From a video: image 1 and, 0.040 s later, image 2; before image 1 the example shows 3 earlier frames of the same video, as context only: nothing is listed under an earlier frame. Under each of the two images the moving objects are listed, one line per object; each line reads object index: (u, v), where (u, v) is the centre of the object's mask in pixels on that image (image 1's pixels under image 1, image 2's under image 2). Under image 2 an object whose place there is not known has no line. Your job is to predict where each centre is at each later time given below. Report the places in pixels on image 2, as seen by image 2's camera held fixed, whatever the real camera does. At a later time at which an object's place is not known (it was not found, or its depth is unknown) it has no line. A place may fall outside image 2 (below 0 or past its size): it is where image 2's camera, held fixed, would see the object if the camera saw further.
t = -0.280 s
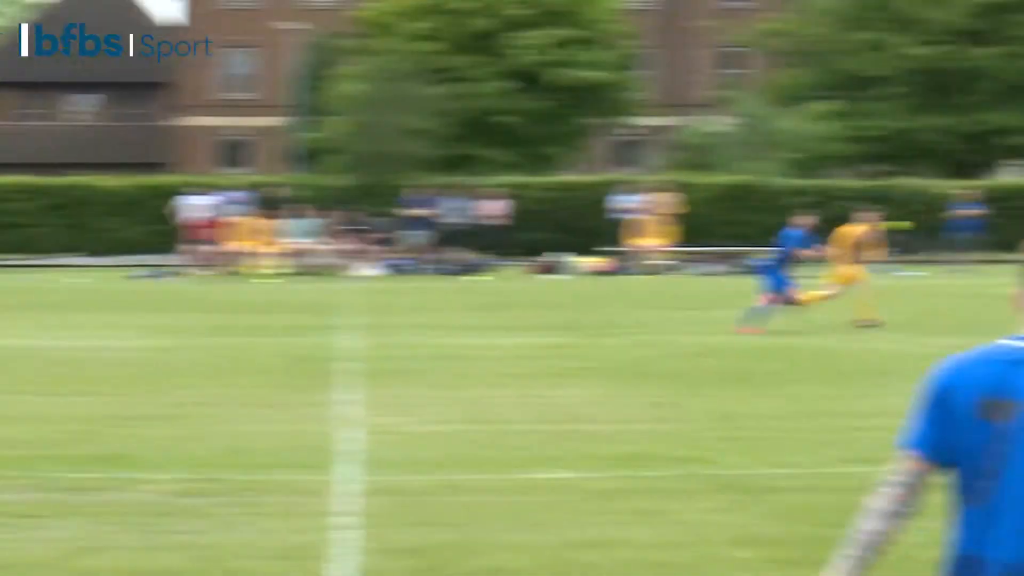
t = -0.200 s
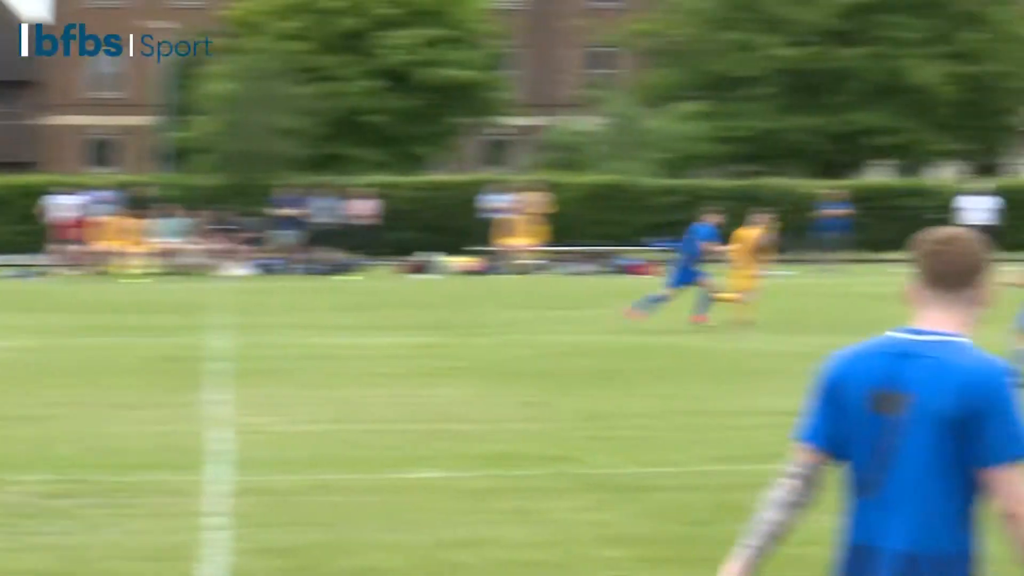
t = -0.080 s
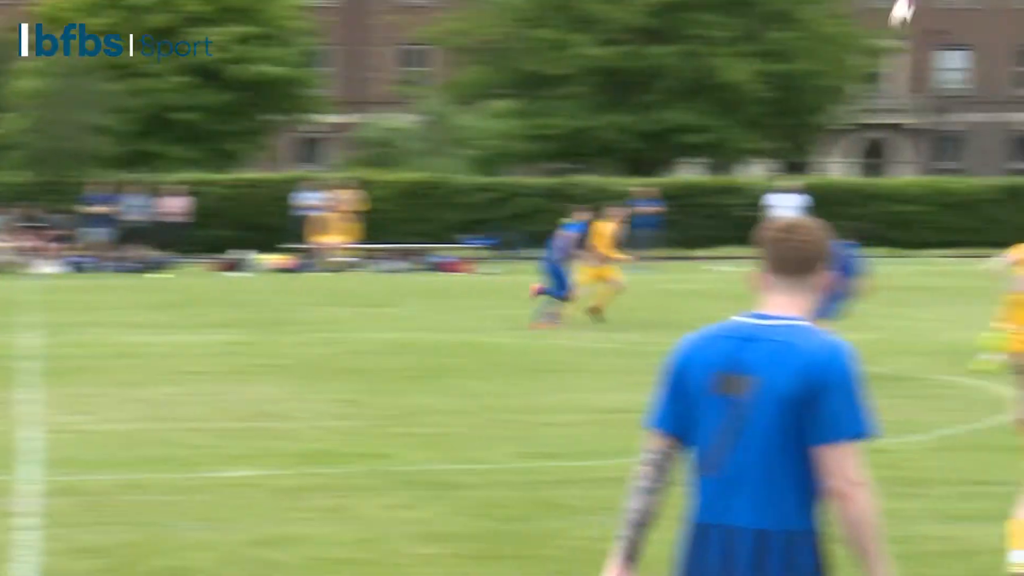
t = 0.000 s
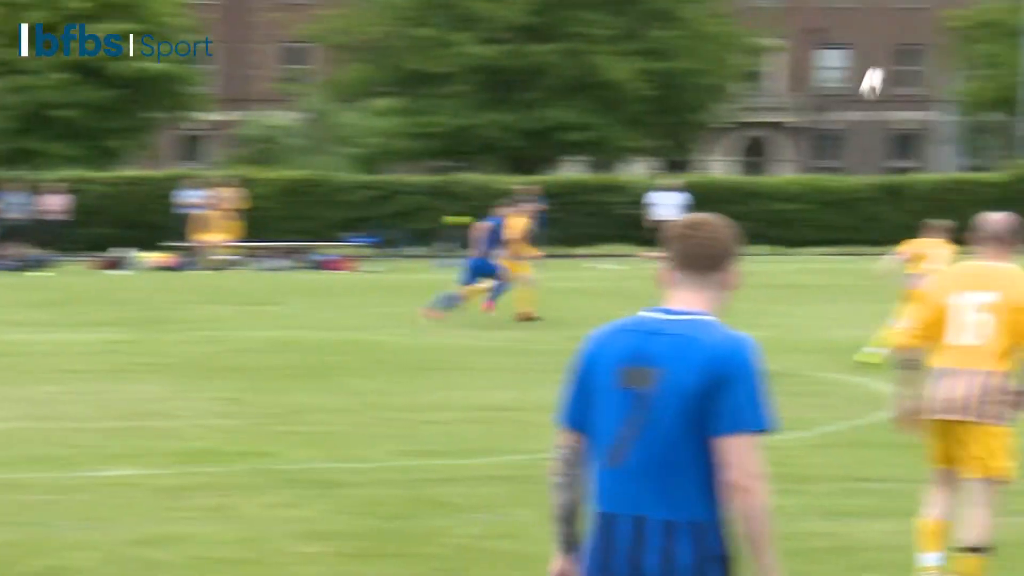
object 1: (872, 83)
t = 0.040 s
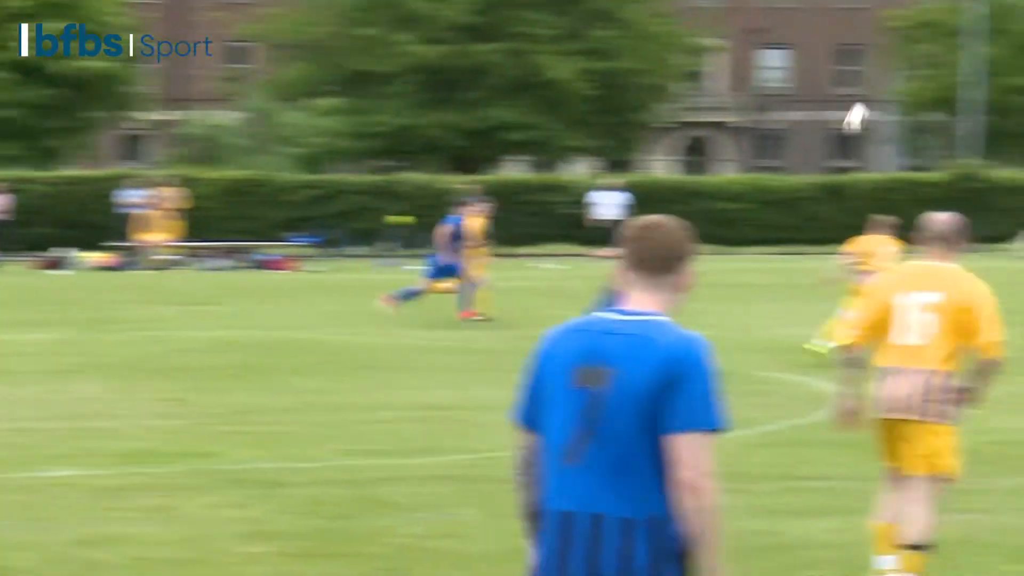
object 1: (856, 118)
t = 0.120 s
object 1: (937, 192)
